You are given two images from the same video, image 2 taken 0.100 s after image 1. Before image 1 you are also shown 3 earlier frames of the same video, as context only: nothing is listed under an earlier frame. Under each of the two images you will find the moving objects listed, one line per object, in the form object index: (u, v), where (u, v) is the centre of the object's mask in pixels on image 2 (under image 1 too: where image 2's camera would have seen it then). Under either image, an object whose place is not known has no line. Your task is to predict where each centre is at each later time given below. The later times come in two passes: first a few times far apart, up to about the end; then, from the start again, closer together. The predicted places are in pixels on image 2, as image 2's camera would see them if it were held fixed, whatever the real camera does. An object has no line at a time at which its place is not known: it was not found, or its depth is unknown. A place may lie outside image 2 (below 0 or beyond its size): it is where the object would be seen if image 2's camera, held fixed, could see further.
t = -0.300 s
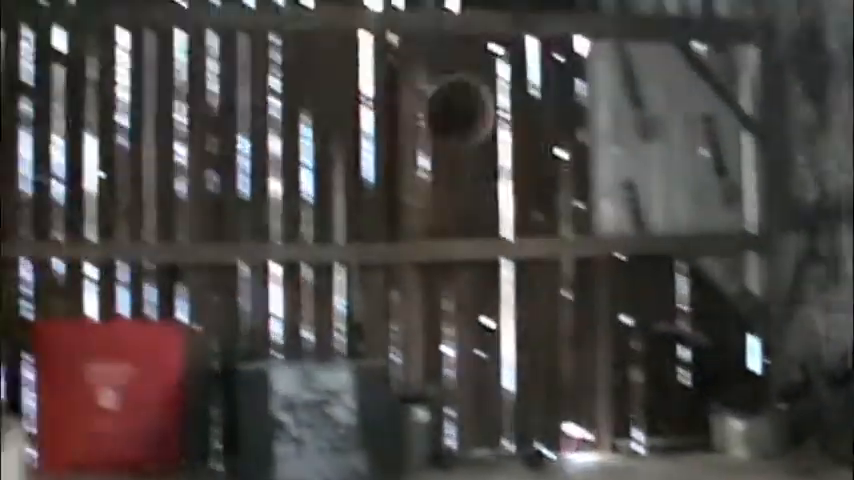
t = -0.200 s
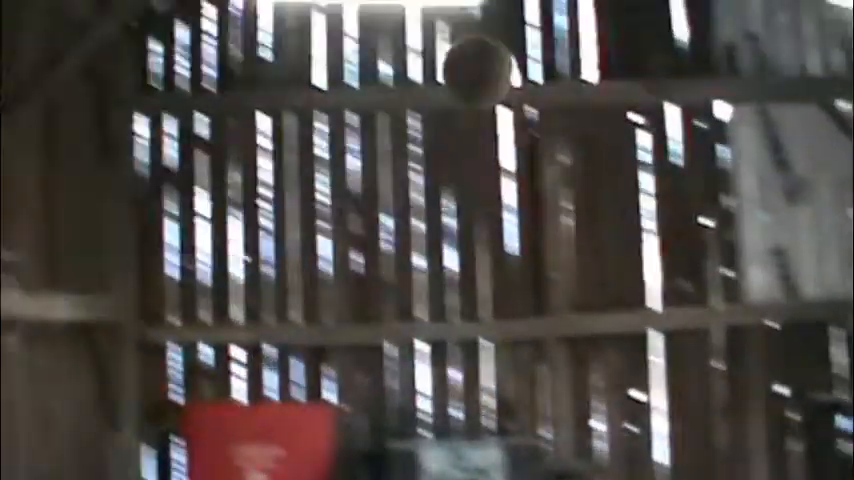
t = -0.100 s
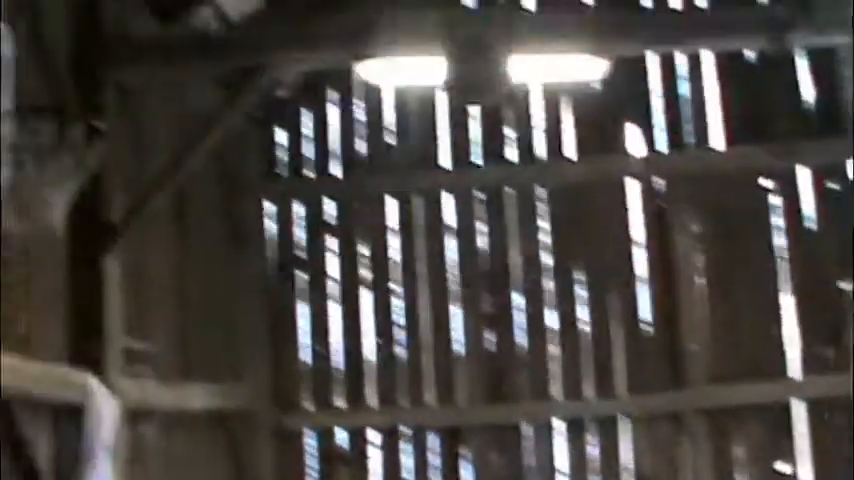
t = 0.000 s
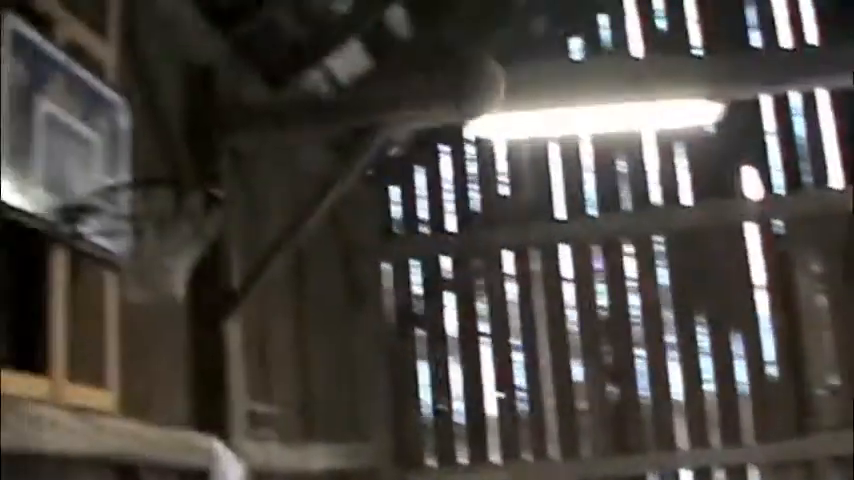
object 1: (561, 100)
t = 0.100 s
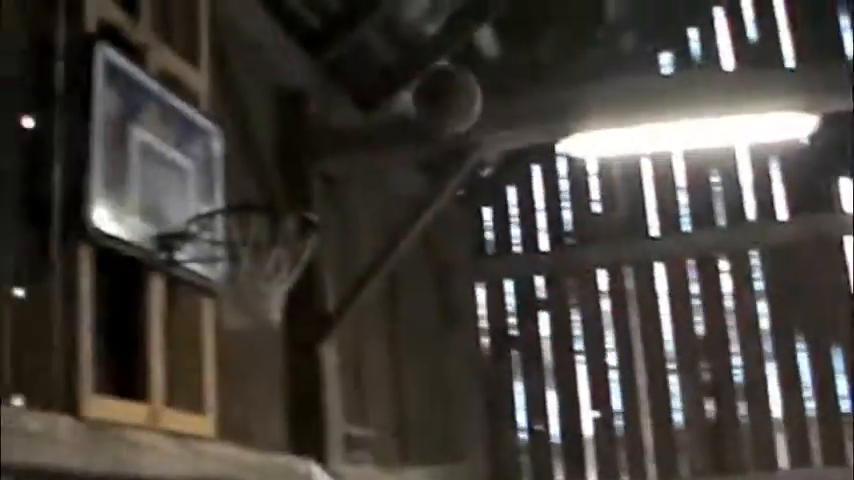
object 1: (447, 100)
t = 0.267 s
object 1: (280, 150)
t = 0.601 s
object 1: (292, 177)
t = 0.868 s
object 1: (262, 183)
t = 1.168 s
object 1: (229, 298)
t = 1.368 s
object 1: (229, 461)
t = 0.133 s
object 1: (421, 109)
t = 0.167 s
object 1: (391, 114)
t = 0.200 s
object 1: (347, 123)
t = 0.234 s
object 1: (321, 136)
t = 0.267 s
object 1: (280, 150)
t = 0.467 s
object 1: (272, 184)
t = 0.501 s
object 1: (296, 191)
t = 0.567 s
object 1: (297, 181)
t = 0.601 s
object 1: (292, 177)
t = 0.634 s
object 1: (288, 174)
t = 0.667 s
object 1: (284, 172)
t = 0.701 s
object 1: (280, 173)
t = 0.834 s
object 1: (265, 181)
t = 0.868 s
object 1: (262, 183)
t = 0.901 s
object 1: (259, 187)
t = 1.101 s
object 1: (222, 259)
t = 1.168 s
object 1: (229, 298)
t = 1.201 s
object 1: (227, 317)
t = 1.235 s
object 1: (229, 339)
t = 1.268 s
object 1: (225, 366)
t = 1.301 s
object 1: (230, 394)
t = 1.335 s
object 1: (227, 426)
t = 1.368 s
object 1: (229, 461)
